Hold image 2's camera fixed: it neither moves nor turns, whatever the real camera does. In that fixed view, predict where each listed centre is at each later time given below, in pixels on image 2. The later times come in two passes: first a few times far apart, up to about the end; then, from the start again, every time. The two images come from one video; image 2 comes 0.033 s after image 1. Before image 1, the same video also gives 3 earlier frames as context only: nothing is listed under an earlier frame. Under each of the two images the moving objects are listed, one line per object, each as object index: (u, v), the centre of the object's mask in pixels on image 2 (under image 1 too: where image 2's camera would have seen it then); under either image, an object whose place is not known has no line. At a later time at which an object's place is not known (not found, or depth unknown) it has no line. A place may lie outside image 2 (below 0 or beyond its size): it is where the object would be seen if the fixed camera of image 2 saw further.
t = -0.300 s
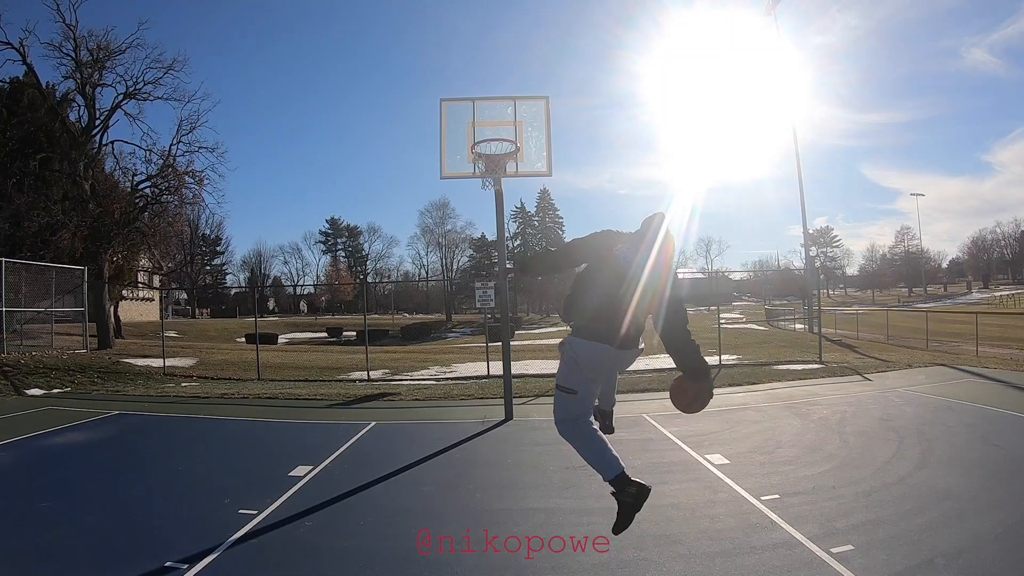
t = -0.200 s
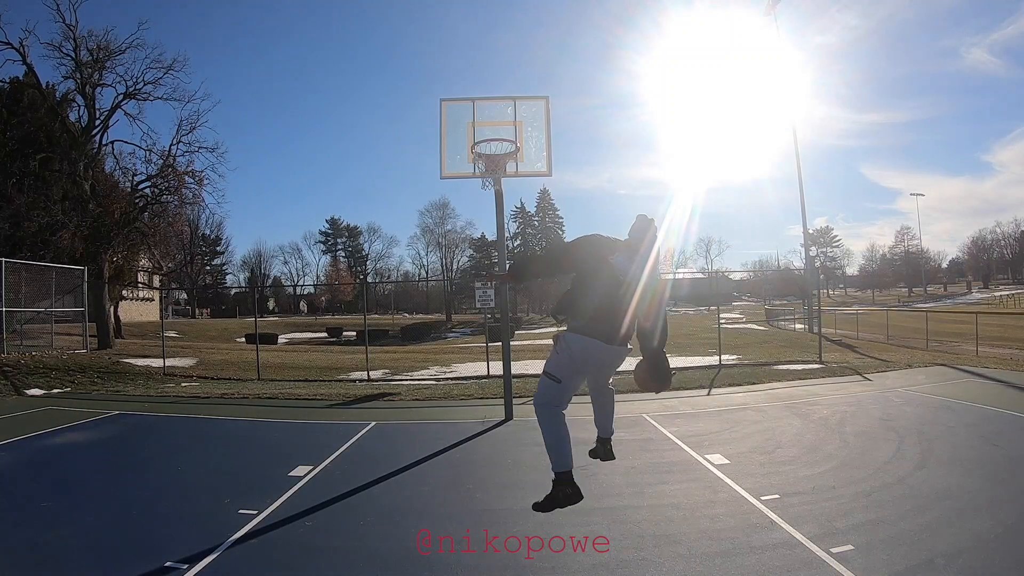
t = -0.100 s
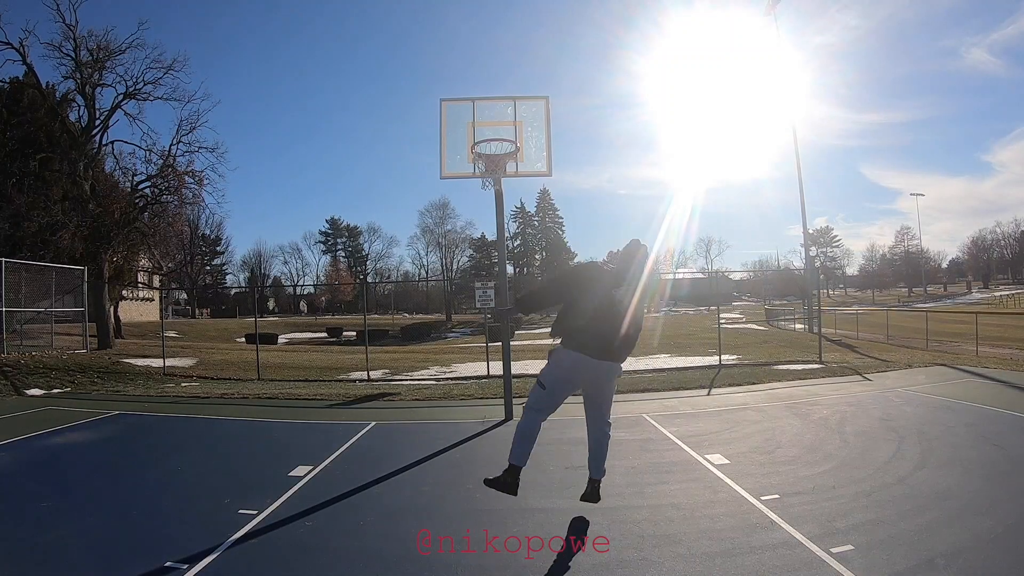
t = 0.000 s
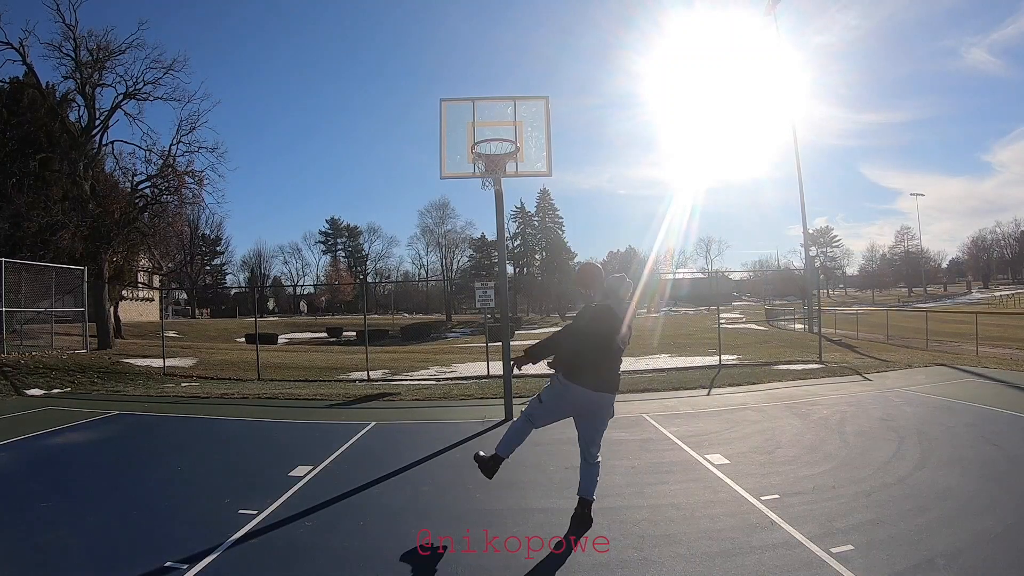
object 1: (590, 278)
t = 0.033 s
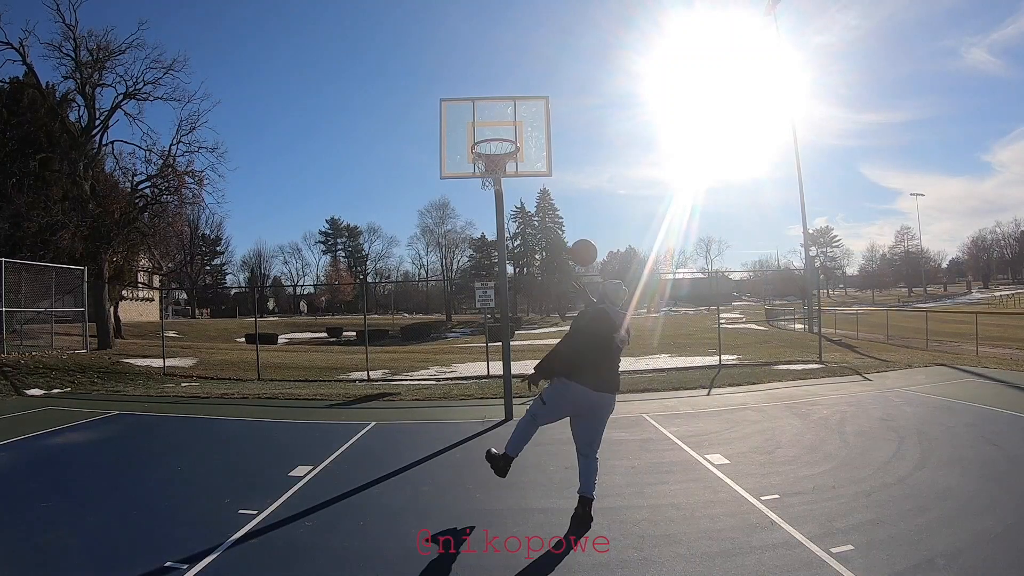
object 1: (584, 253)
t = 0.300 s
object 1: (542, 135)
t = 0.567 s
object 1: (512, 105)
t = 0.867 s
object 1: (500, 108)
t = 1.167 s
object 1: (491, 119)
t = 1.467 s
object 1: (480, 162)
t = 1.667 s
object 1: (490, 217)
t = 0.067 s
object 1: (578, 231)
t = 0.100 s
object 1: (572, 212)
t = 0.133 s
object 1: (567, 195)
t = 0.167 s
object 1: (561, 180)
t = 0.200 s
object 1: (556, 166)
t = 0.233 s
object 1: (551, 154)
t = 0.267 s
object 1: (547, 144)
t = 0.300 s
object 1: (542, 135)
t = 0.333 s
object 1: (538, 127)
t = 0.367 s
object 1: (533, 121)
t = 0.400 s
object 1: (529, 115)
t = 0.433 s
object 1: (526, 111)
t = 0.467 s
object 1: (522, 108)
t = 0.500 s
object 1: (518, 106)
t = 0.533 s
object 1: (515, 105)
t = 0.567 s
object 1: (512, 105)
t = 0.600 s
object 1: (508, 106)
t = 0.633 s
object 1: (507, 103)
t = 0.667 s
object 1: (506, 101)
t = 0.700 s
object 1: (505, 100)
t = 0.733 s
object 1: (504, 99)
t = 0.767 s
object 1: (503, 100)
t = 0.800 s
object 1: (502, 102)
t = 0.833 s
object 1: (501, 104)
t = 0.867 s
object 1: (500, 108)
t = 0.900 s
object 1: (499, 112)
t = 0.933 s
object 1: (498, 118)
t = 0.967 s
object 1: (497, 125)
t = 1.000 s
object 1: (496, 129)
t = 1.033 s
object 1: (495, 125)
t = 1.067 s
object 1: (494, 122)
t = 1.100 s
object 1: (493, 120)
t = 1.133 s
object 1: (492, 119)
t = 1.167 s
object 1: (491, 119)
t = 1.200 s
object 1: (490, 120)
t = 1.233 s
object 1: (489, 122)
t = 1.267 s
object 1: (488, 125)
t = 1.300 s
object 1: (487, 129)
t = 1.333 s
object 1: (487, 134)
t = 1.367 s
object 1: (486, 140)
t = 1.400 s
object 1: (485, 147)
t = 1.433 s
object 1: (484, 154)
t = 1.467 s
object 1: (480, 162)
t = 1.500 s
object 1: (483, 173)
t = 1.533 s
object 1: (485, 179)
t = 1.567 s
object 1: (486, 188)
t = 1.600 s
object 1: (487, 196)
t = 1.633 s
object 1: (489, 206)
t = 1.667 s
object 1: (490, 217)
